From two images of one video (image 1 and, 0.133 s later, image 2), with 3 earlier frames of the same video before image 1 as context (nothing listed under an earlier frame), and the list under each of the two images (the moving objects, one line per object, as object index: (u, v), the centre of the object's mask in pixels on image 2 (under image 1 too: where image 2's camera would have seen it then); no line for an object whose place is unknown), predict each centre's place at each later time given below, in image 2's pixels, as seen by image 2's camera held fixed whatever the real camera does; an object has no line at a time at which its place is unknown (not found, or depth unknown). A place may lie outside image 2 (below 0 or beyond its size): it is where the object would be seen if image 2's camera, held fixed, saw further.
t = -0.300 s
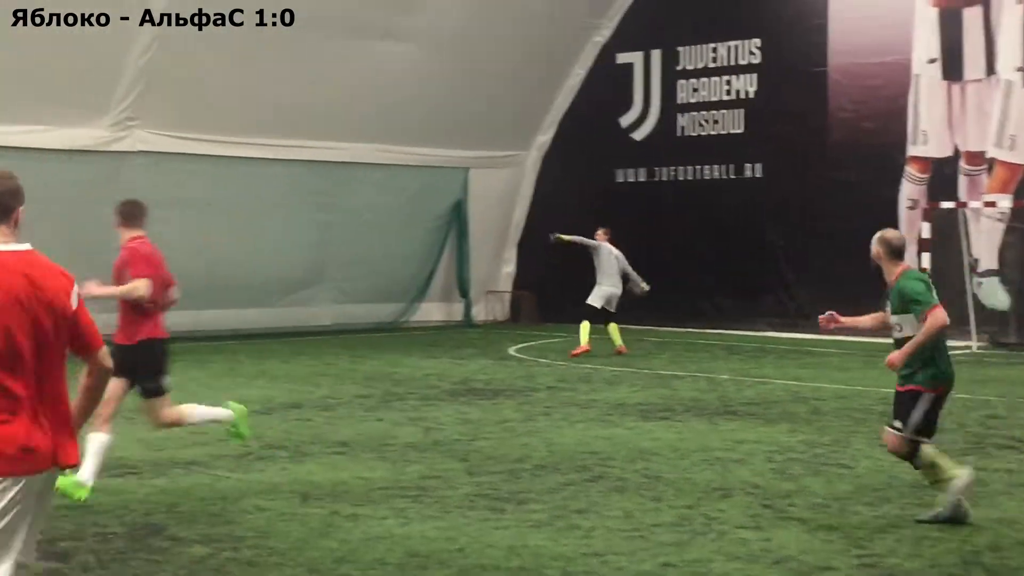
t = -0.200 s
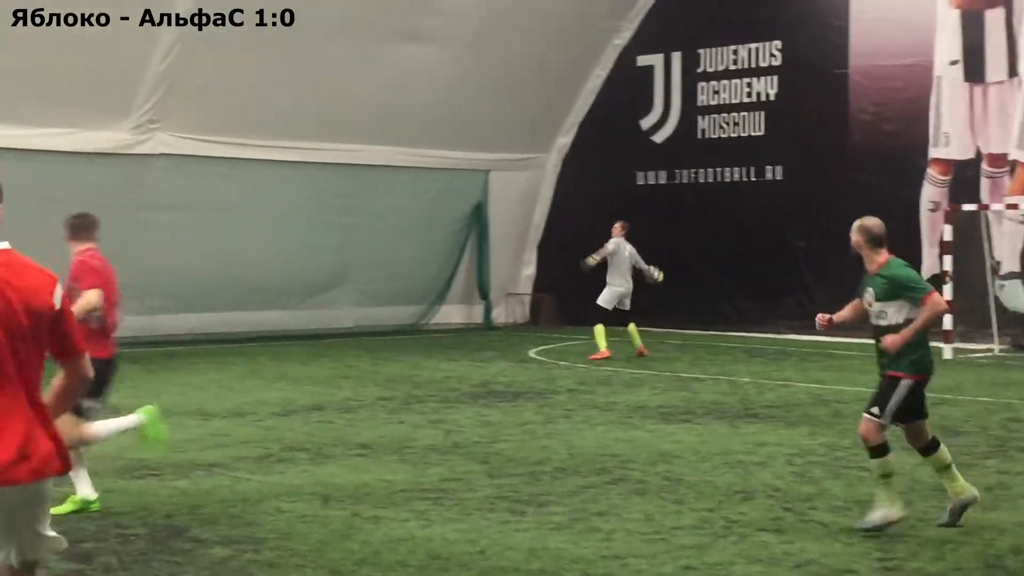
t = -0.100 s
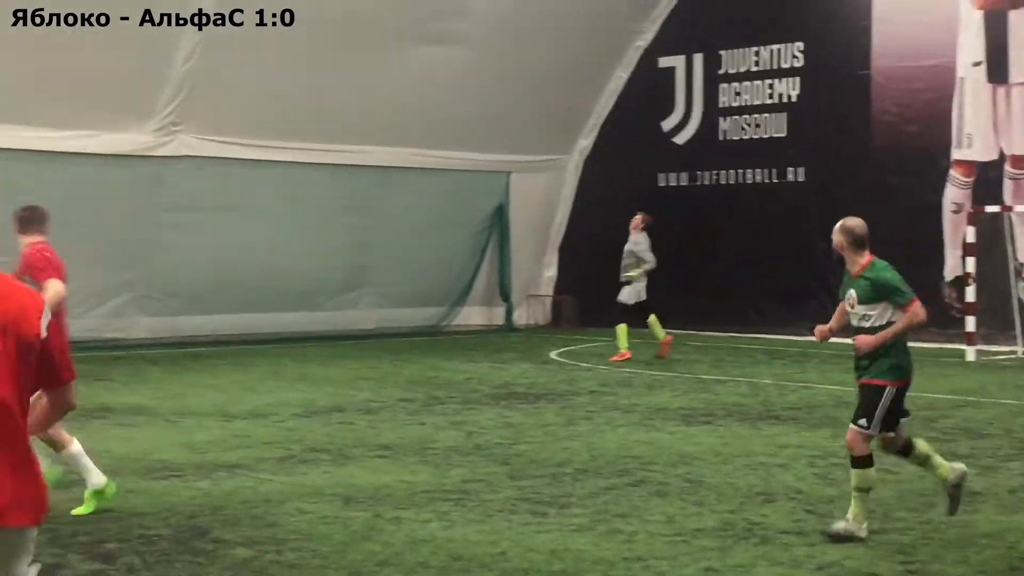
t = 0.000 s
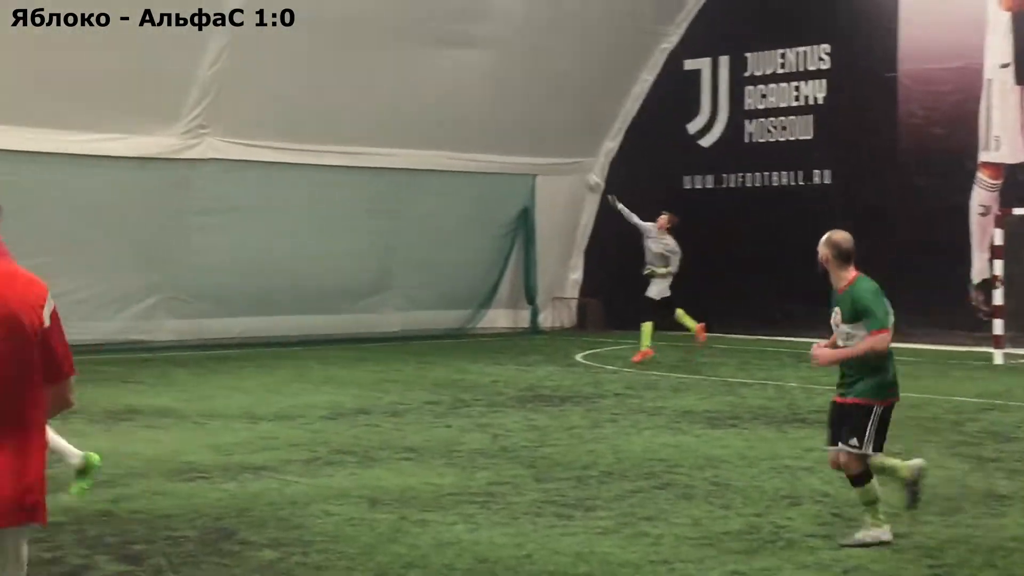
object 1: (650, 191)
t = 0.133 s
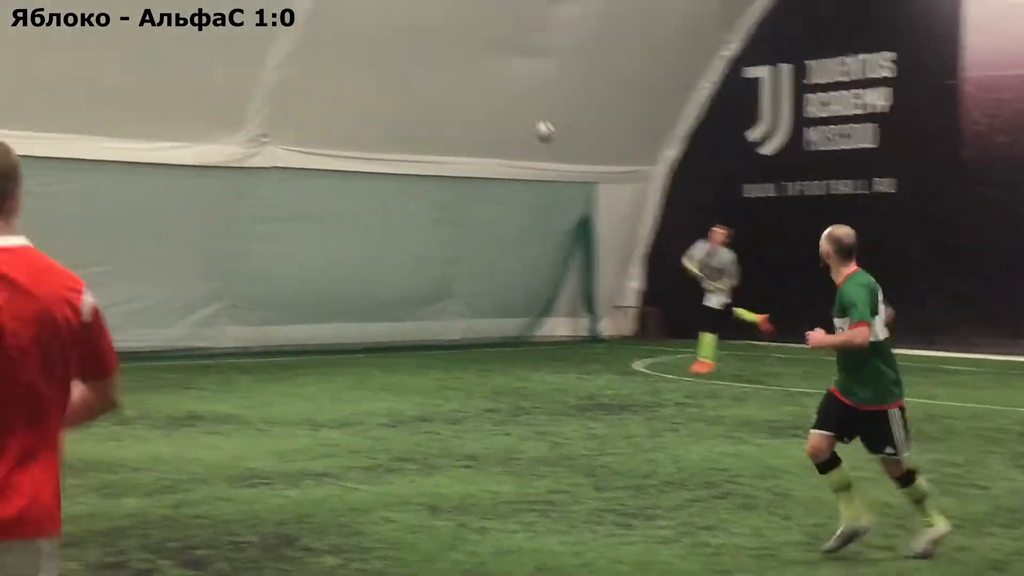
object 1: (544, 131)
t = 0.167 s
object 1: (518, 117)
